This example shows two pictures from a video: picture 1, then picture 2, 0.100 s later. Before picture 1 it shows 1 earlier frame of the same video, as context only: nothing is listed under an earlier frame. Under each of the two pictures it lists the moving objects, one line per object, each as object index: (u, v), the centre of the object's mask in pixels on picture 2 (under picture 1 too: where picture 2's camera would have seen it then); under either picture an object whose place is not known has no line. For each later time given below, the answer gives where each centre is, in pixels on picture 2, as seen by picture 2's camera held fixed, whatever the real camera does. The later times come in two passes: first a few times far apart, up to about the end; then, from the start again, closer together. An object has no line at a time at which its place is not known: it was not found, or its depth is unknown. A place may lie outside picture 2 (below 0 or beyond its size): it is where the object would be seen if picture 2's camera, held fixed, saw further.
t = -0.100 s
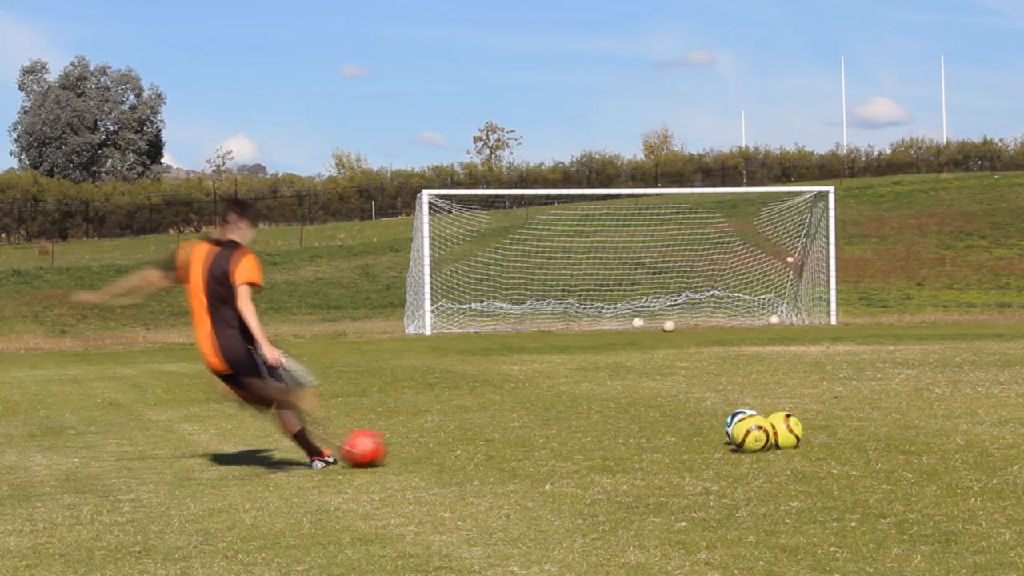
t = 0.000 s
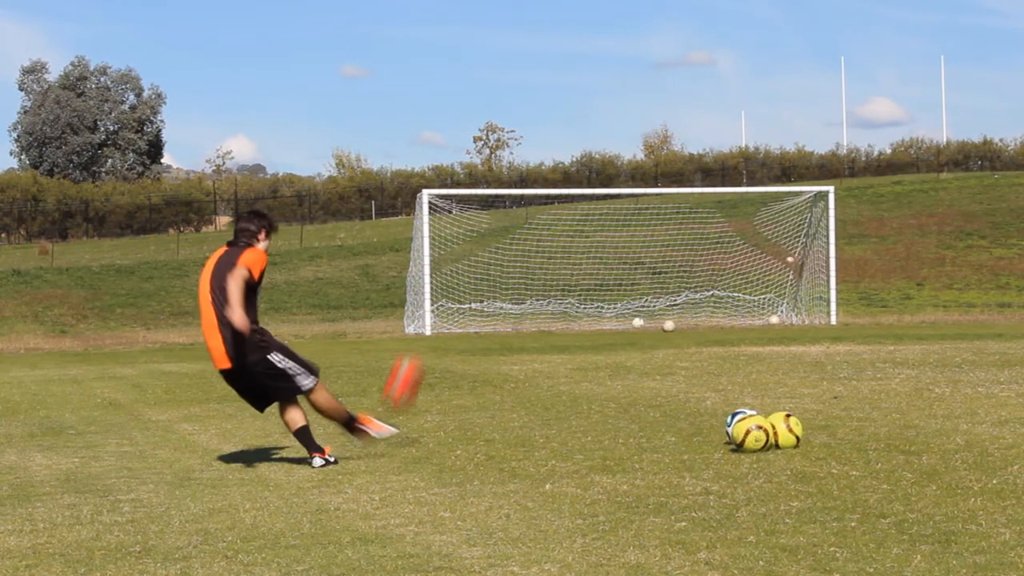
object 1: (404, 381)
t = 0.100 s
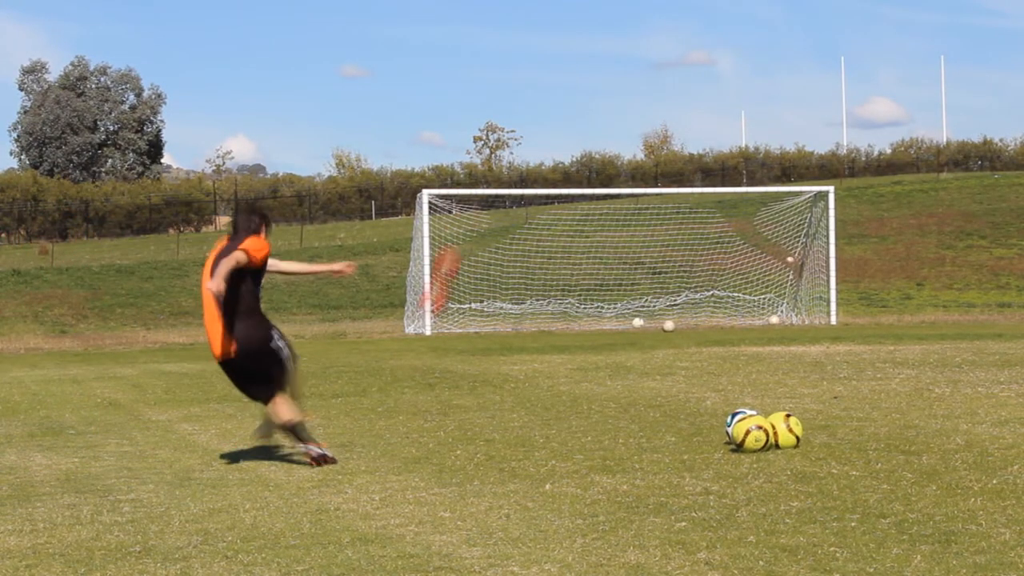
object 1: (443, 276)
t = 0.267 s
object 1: (485, 175)
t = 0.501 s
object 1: (522, 113)
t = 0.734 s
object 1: (538, 101)
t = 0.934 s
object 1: (546, 114)
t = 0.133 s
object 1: (447, 263)
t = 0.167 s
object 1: (458, 237)
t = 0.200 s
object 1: (468, 211)
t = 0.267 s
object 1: (485, 175)
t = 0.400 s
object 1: (509, 134)
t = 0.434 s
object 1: (514, 124)
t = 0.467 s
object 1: (519, 117)
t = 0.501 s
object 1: (522, 113)
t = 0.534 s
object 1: (525, 109)
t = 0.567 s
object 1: (528, 105)
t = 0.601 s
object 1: (531, 102)
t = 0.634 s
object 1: (533, 101)
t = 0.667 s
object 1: (535, 100)
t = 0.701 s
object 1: (537, 100)
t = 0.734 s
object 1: (538, 101)
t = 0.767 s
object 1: (540, 102)
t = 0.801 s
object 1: (541, 103)
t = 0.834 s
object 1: (542, 106)
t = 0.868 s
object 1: (543, 108)
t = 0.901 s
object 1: (544, 111)
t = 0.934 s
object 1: (546, 114)
